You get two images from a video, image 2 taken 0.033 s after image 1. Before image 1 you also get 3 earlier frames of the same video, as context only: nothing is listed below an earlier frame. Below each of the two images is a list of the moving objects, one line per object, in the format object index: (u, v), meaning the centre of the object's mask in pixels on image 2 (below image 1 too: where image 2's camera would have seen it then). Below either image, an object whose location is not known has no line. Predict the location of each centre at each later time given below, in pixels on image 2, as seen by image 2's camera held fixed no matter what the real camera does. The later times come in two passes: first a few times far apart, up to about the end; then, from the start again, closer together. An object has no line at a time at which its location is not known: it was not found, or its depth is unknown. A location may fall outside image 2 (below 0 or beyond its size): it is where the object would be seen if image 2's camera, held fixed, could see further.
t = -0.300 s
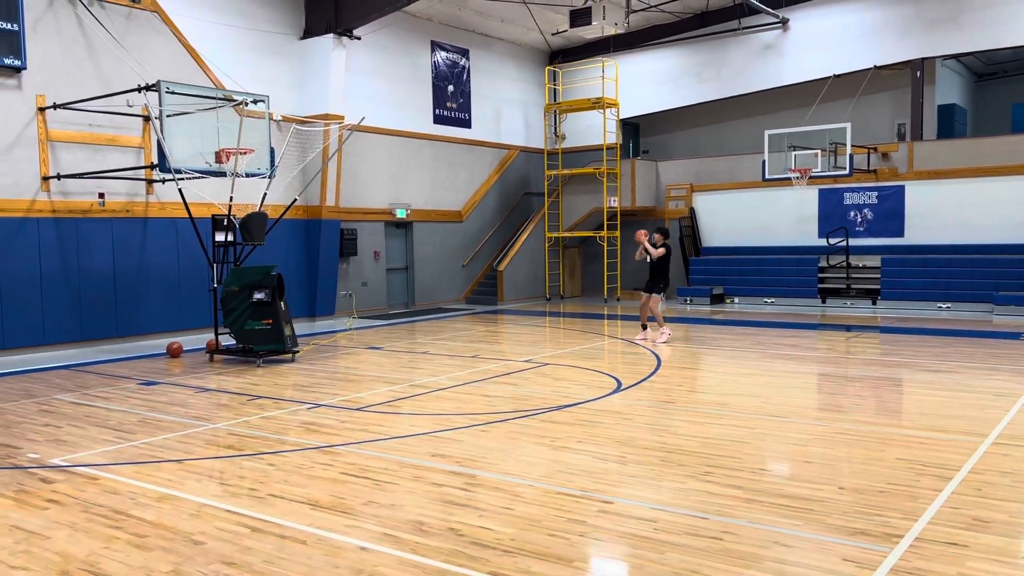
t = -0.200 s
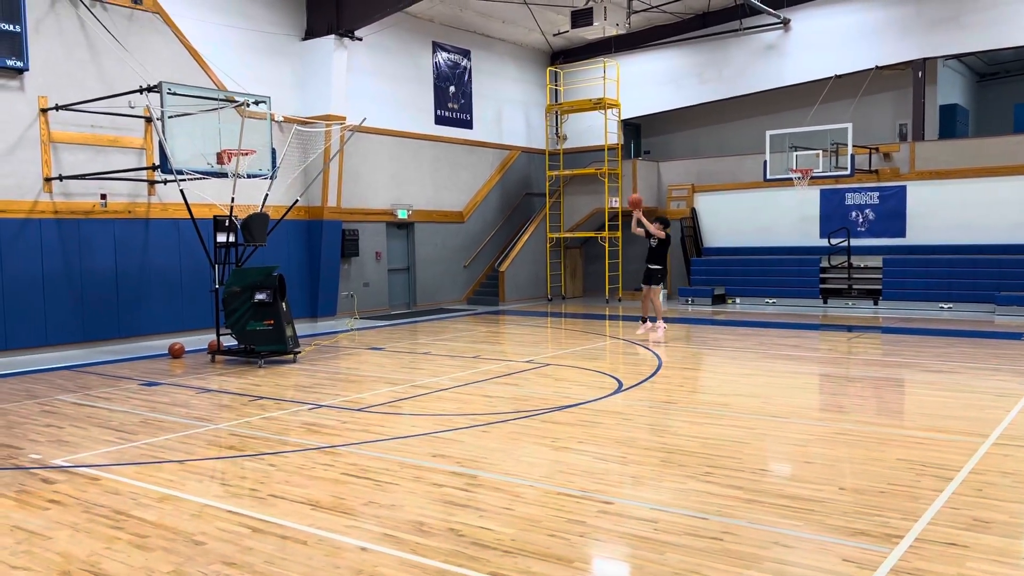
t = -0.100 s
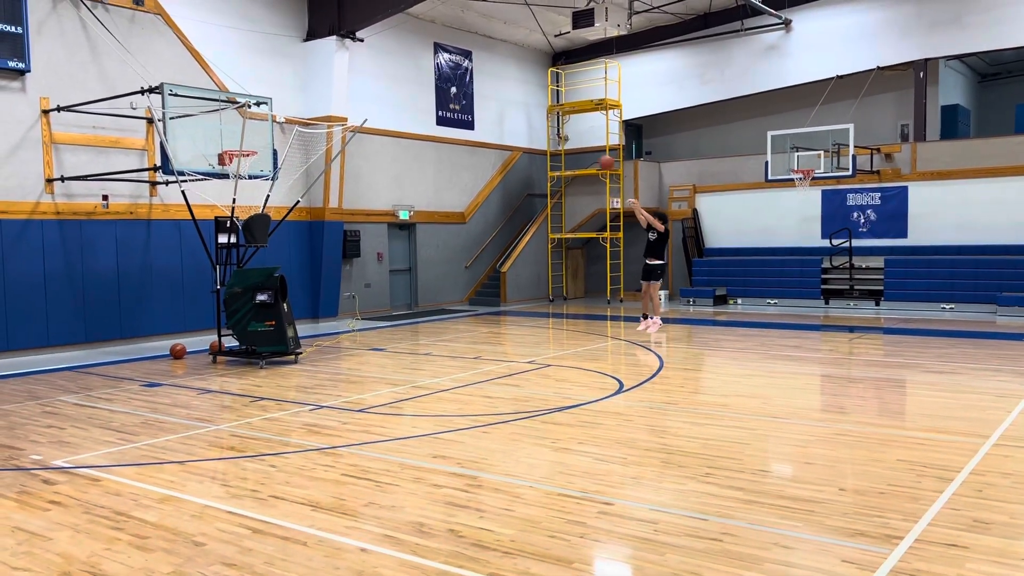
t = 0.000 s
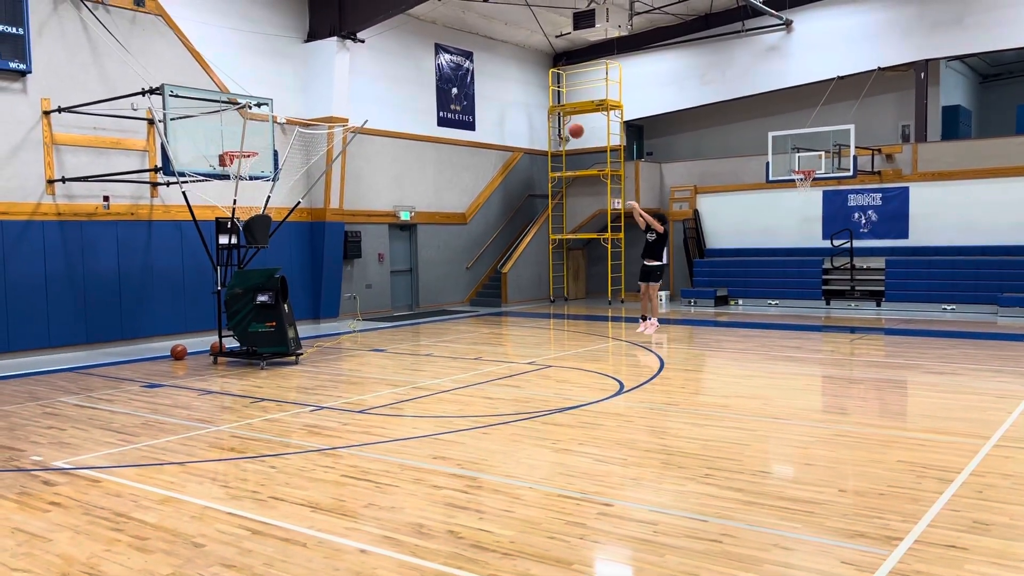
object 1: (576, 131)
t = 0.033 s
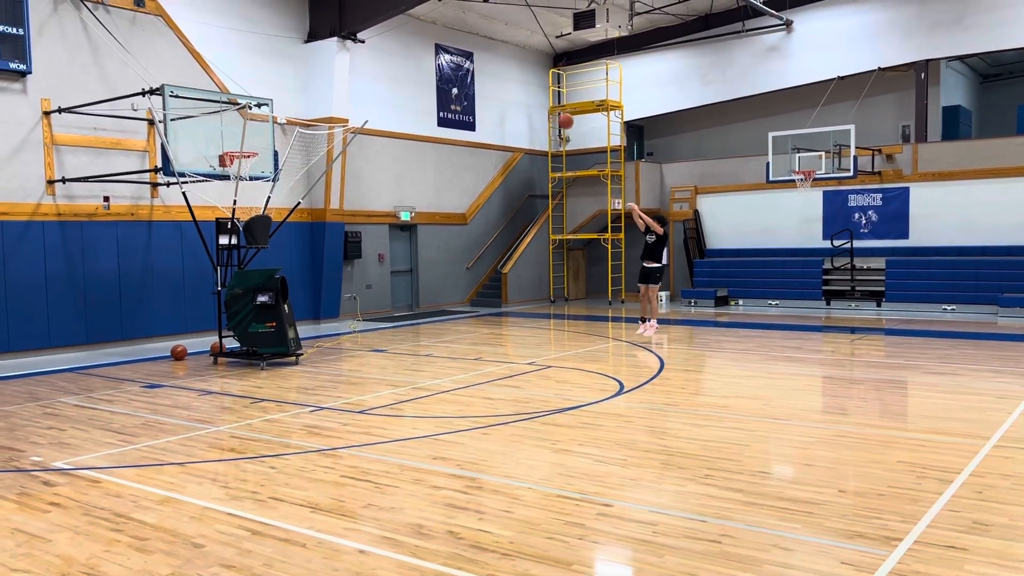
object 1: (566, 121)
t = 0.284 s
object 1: (486, 67)
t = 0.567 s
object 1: (395, 54)
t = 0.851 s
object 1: (303, 93)
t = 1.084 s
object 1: (232, 162)
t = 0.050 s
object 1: (560, 116)
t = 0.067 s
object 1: (555, 111)
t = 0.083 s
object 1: (549, 107)
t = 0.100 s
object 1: (544, 103)
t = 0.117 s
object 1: (540, 99)
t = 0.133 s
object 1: (534, 95)
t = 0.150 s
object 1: (529, 92)
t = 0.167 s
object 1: (524, 88)
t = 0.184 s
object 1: (519, 84)
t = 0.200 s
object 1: (513, 81)
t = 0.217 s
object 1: (508, 78)
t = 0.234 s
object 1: (502, 75)
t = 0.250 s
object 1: (497, 72)
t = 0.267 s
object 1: (491, 69)
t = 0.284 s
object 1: (486, 67)
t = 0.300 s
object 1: (481, 65)
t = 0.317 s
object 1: (476, 63)
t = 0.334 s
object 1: (470, 61)
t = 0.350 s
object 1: (465, 59)
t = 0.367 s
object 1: (459, 58)
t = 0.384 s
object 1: (454, 57)
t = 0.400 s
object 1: (448, 55)
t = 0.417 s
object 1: (443, 54)
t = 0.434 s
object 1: (438, 54)
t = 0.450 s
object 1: (432, 53)
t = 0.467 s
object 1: (427, 52)
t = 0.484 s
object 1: (422, 52)
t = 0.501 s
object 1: (417, 52)
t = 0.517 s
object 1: (411, 52)
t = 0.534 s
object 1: (406, 53)
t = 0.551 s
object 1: (400, 53)
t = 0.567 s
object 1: (395, 54)
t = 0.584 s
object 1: (389, 55)
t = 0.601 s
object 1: (384, 56)
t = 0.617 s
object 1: (379, 57)
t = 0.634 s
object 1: (373, 58)
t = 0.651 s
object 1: (368, 60)
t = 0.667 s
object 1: (363, 62)
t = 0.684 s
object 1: (357, 63)
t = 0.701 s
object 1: (352, 66)
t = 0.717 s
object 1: (346, 68)
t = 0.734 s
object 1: (341, 71)
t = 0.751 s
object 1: (335, 73)
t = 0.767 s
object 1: (330, 76)
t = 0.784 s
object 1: (325, 79)
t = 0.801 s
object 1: (320, 82)
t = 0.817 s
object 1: (314, 86)
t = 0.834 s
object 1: (309, 90)
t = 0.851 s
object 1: (303, 93)
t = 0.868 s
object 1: (298, 98)
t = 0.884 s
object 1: (292, 102)
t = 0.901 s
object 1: (287, 106)
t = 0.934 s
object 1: (276, 116)
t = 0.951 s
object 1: (270, 121)
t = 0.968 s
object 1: (265, 126)
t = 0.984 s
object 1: (260, 131)
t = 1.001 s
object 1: (254, 137)
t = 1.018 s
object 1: (250, 142)
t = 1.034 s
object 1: (244, 148)
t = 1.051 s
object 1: (239, 151)
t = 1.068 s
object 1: (234, 157)
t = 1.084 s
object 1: (232, 162)
